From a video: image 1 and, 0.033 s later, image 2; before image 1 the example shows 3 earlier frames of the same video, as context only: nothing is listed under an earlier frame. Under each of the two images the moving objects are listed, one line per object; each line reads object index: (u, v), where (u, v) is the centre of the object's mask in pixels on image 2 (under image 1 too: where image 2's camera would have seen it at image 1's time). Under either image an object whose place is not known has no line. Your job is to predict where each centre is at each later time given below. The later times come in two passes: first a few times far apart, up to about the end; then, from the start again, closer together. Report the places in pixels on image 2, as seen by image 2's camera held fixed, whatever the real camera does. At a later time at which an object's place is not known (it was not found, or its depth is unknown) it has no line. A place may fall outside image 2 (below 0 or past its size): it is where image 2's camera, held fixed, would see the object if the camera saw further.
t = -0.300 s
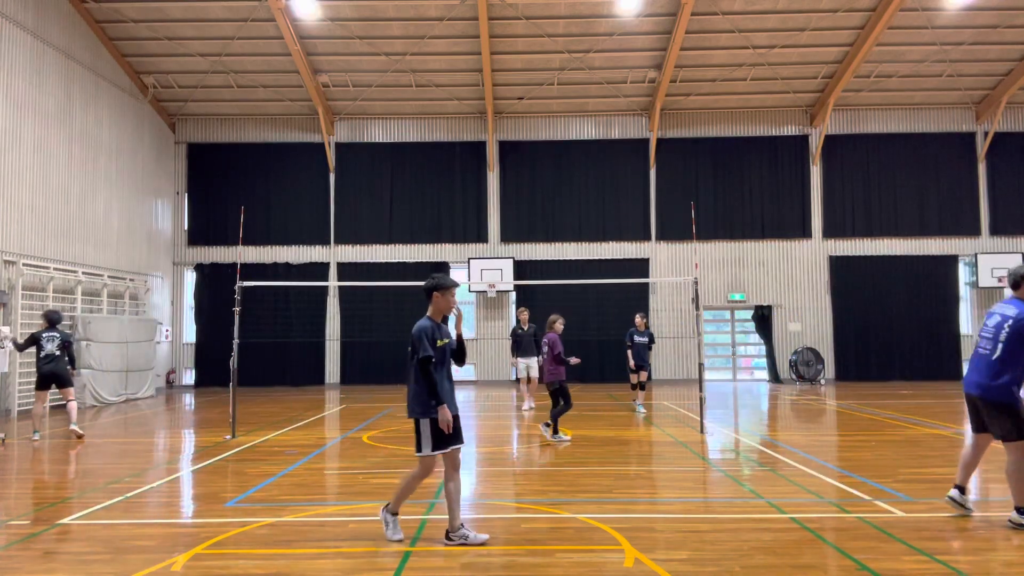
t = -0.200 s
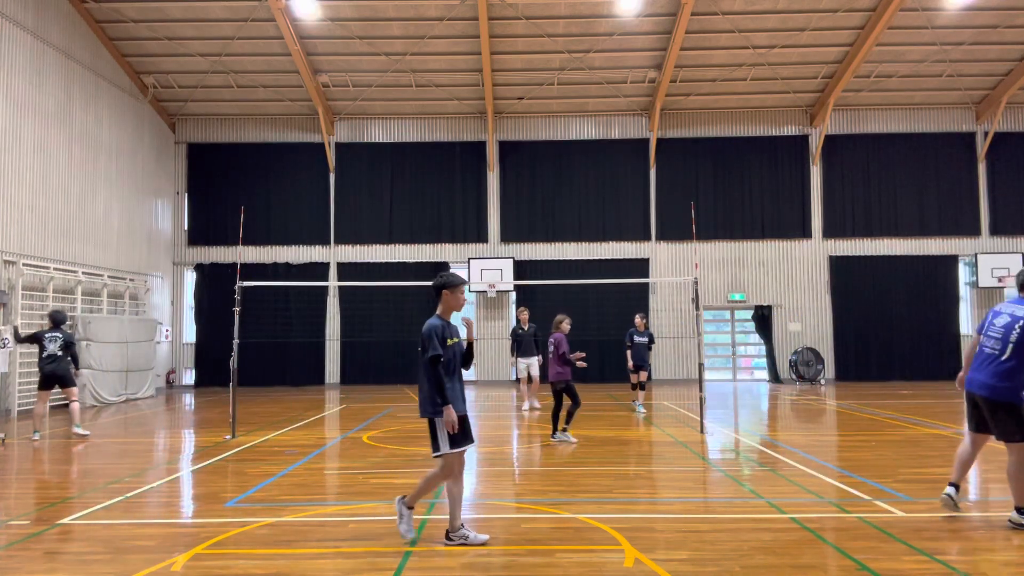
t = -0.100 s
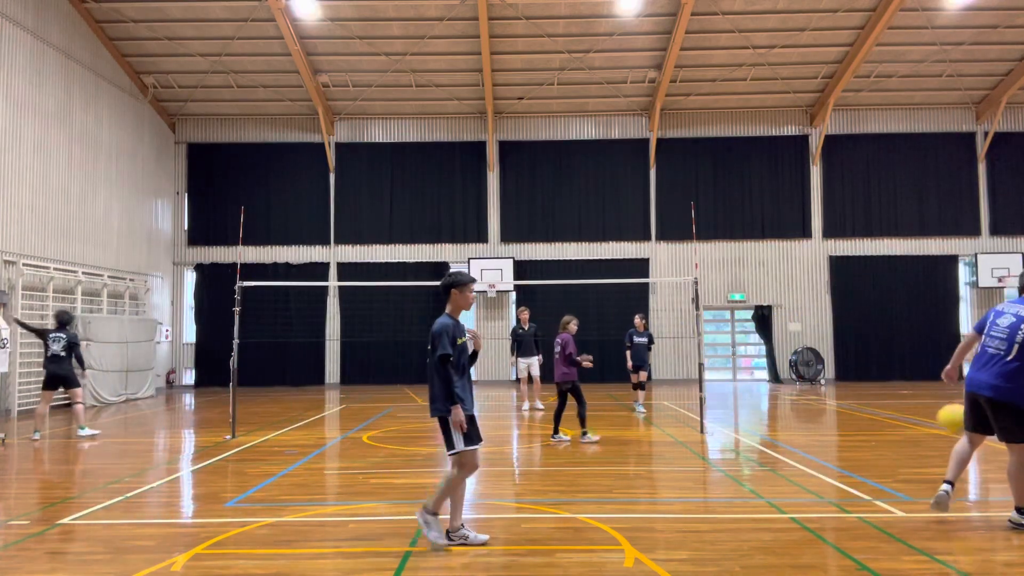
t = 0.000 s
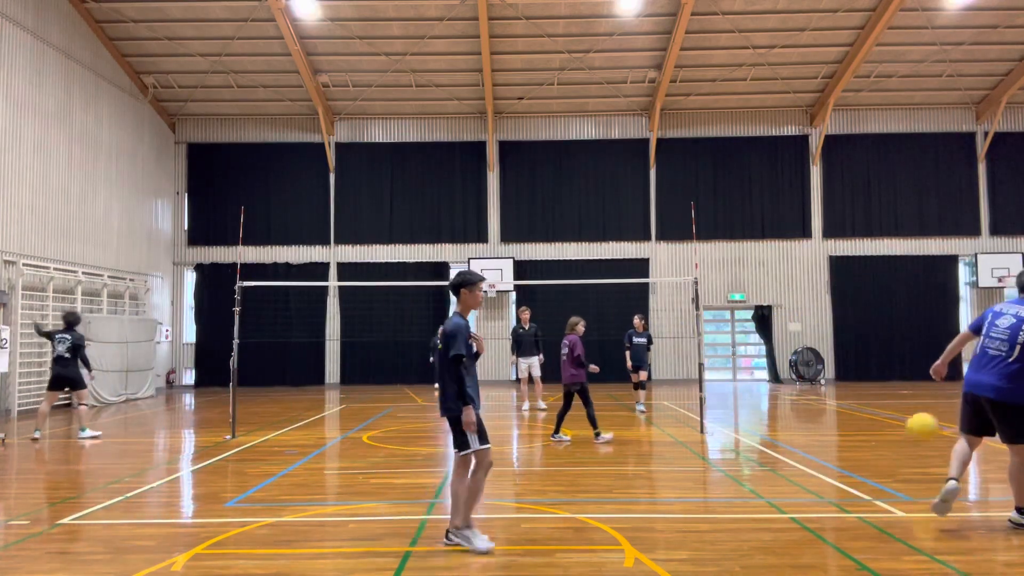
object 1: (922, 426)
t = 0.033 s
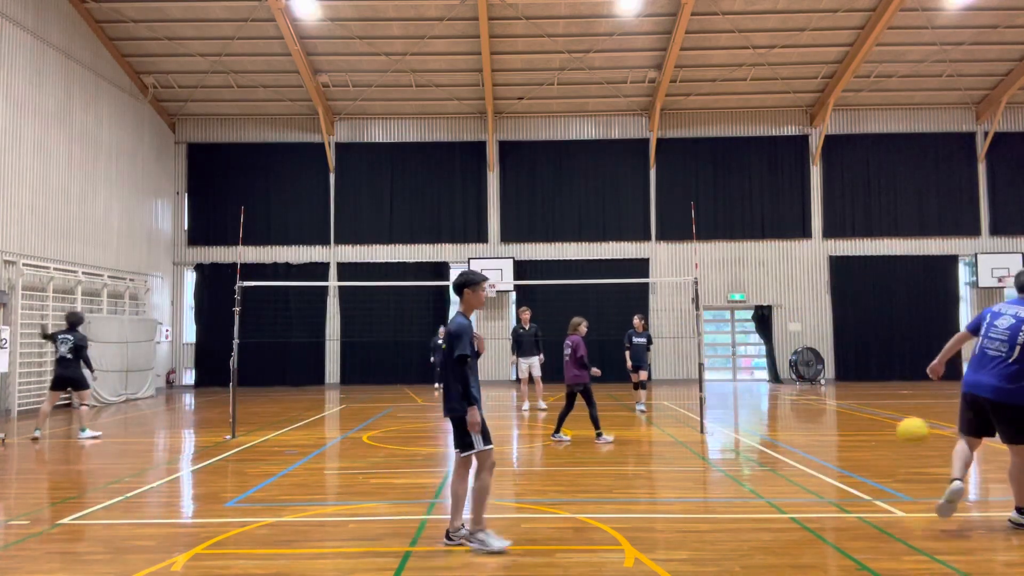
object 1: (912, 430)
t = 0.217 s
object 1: (863, 439)
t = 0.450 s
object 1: (815, 408)
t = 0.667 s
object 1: (779, 422)
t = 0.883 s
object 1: (748, 410)
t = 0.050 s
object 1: (907, 433)
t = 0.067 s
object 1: (903, 436)
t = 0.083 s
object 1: (898, 439)
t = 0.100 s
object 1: (893, 442)
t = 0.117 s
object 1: (889, 447)
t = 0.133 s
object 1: (885, 450)
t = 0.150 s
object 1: (881, 456)
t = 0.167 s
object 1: (876, 455)
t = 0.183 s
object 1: (872, 451)
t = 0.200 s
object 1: (867, 444)
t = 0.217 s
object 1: (863, 439)
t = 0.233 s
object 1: (860, 435)
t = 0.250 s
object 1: (856, 431)
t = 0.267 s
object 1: (853, 429)
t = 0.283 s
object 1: (849, 424)
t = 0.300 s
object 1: (845, 420)
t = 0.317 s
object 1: (841, 417)
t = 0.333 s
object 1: (838, 415)
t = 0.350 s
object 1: (835, 414)
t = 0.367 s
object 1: (831, 412)
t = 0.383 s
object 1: (828, 411)
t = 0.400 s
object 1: (825, 410)
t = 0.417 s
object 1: (821, 409)
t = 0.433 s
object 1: (819, 408)
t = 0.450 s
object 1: (815, 408)
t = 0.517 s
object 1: (803, 408)
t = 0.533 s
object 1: (800, 409)
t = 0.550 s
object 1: (797, 410)
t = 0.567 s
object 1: (795, 411)
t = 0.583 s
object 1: (792, 412)
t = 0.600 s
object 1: (789, 414)
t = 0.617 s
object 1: (786, 415)
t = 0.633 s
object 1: (783, 417)
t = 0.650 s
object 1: (781, 420)
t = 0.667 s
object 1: (779, 422)
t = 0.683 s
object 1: (776, 426)
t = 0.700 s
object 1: (774, 429)
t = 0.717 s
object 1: (771, 432)
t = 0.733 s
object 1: (769, 433)
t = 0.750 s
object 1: (766, 430)
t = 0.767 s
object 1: (764, 428)
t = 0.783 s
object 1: (761, 424)
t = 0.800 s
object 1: (759, 421)
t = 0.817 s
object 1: (757, 418)
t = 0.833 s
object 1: (754, 416)
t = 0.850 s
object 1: (752, 414)
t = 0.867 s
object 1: (751, 412)
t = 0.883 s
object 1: (748, 410)
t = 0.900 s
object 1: (745, 409)
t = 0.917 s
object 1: (744, 408)
